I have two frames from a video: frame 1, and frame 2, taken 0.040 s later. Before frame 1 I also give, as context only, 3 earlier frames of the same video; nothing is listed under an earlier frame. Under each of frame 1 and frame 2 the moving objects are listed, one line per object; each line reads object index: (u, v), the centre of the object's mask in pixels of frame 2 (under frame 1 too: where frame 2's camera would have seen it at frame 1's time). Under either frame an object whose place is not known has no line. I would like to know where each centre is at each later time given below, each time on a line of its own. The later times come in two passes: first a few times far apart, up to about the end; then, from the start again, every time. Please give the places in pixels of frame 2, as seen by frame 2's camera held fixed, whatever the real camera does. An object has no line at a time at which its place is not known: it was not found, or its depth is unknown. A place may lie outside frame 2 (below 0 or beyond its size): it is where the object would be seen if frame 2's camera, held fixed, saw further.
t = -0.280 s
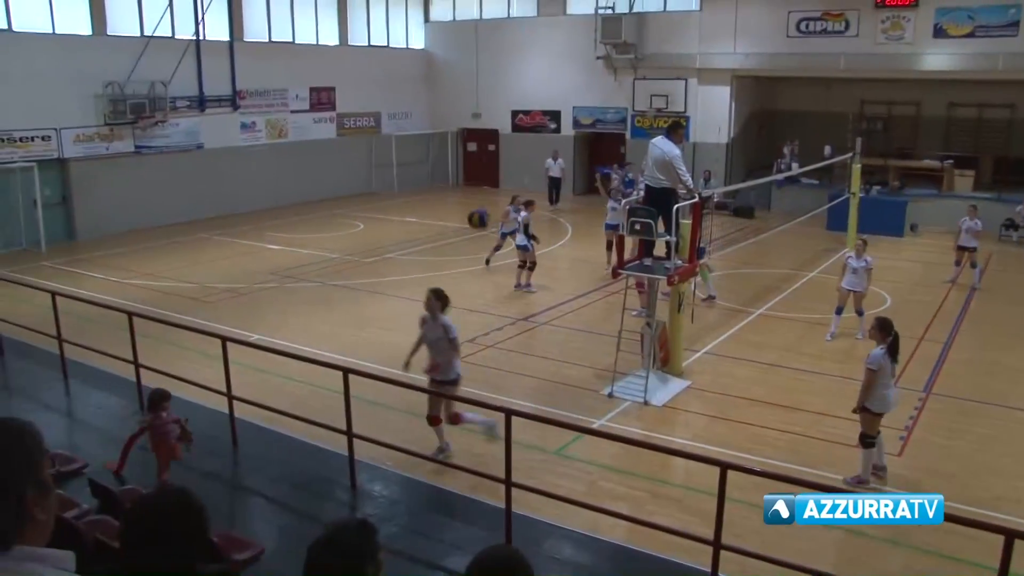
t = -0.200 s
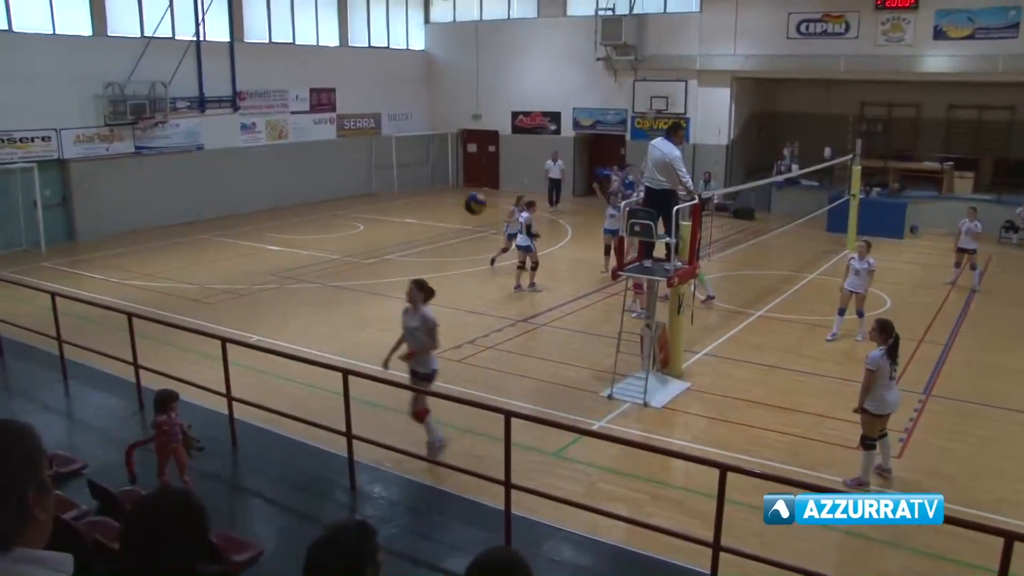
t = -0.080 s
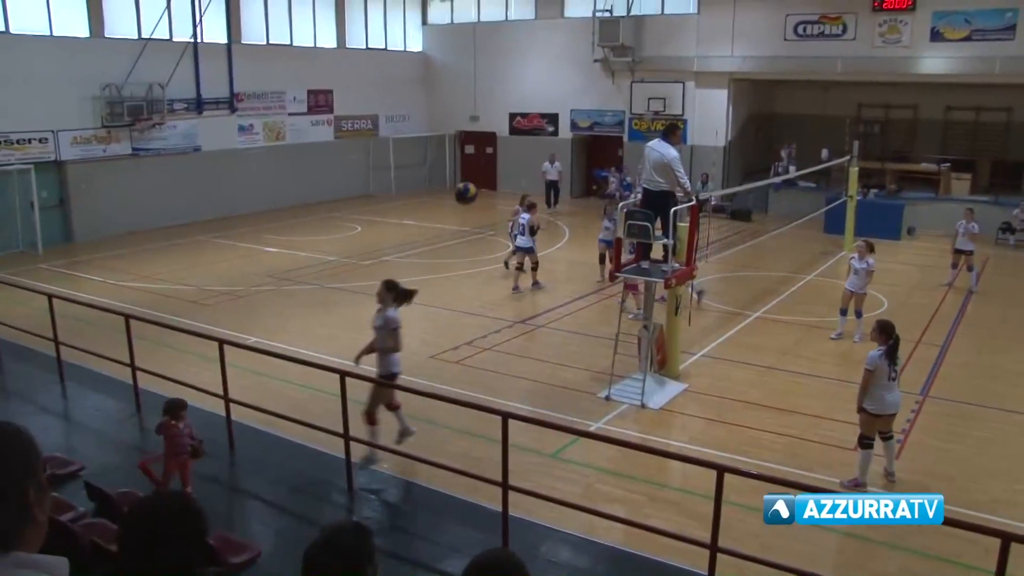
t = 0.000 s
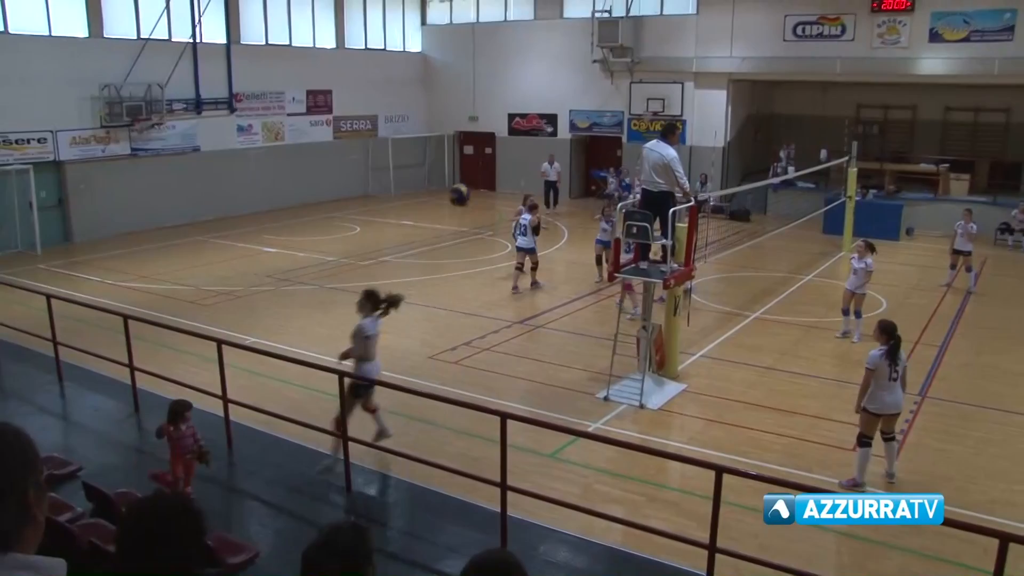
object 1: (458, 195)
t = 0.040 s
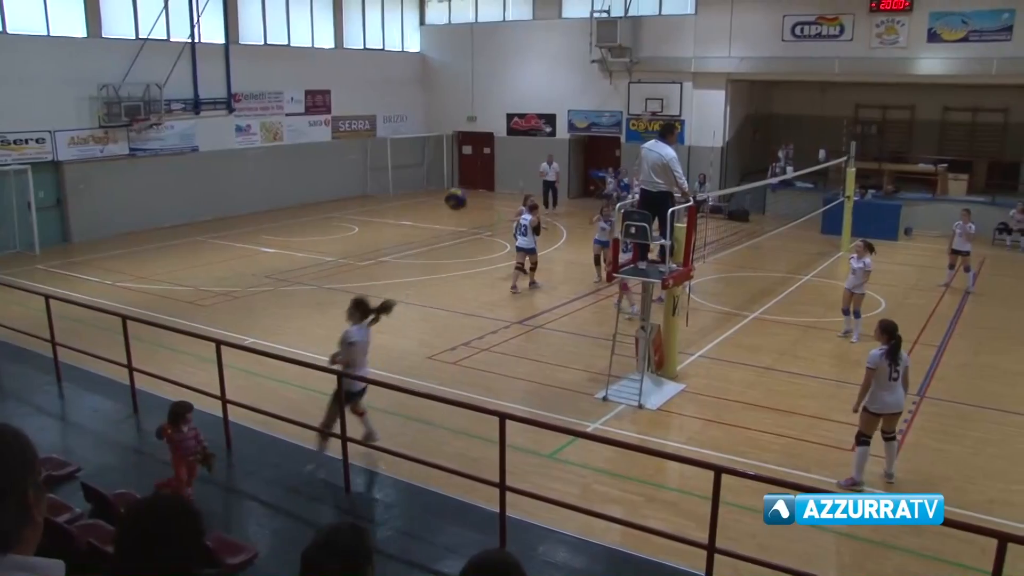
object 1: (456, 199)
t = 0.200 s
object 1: (448, 229)
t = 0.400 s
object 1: (439, 303)
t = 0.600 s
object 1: (432, 413)
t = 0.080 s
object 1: (454, 205)
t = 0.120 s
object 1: (452, 211)
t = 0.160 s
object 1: (450, 219)
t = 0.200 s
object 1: (448, 229)
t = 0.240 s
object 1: (446, 242)
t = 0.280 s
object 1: (444, 255)
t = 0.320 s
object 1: (442, 270)
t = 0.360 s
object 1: (441, 286)
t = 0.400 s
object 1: (439, 303)
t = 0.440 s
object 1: (438, 323)
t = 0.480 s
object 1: (437, 342)
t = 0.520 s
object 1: (435, 366)
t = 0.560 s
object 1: (434, 386)
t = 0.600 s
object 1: (432, 413)
